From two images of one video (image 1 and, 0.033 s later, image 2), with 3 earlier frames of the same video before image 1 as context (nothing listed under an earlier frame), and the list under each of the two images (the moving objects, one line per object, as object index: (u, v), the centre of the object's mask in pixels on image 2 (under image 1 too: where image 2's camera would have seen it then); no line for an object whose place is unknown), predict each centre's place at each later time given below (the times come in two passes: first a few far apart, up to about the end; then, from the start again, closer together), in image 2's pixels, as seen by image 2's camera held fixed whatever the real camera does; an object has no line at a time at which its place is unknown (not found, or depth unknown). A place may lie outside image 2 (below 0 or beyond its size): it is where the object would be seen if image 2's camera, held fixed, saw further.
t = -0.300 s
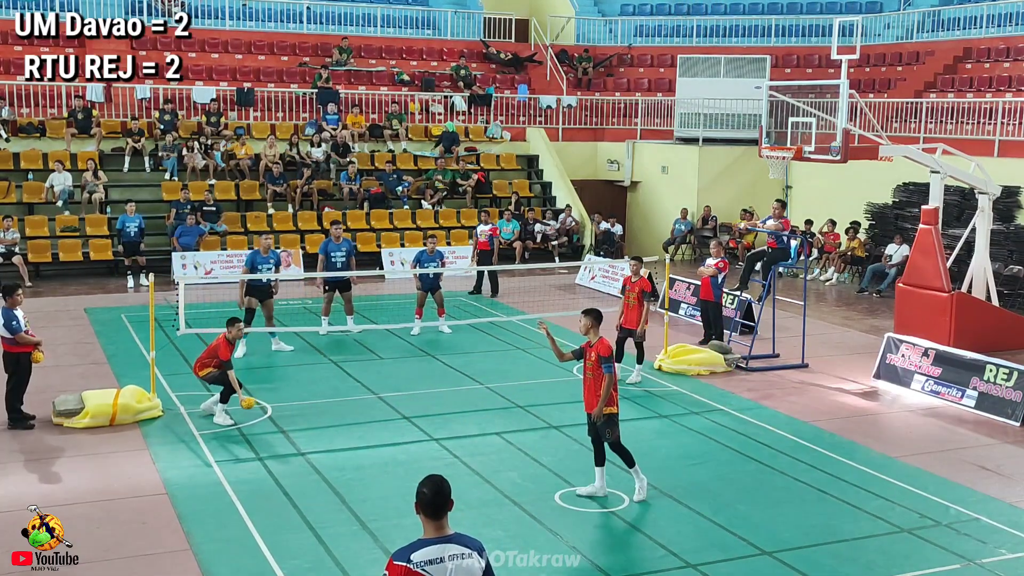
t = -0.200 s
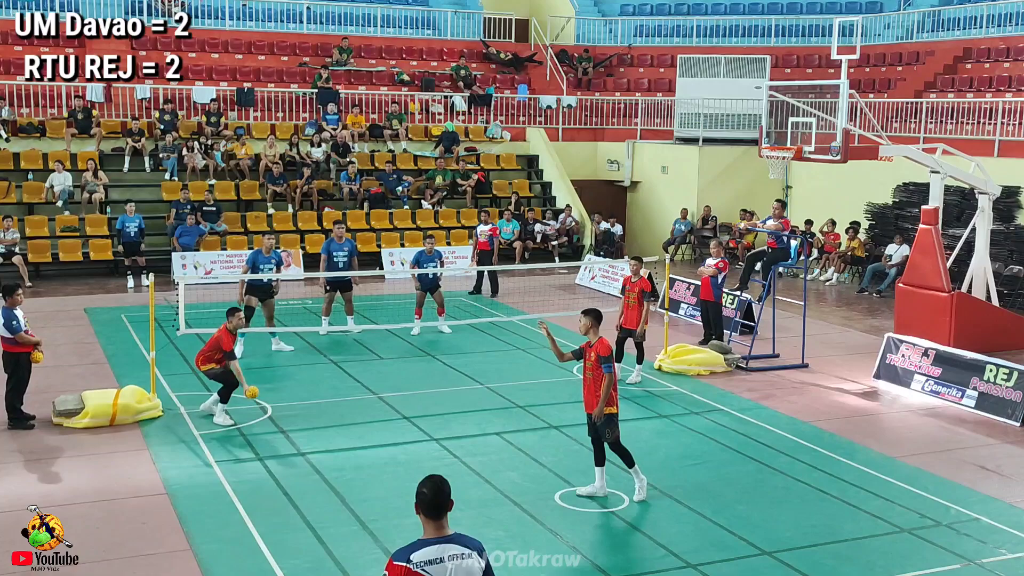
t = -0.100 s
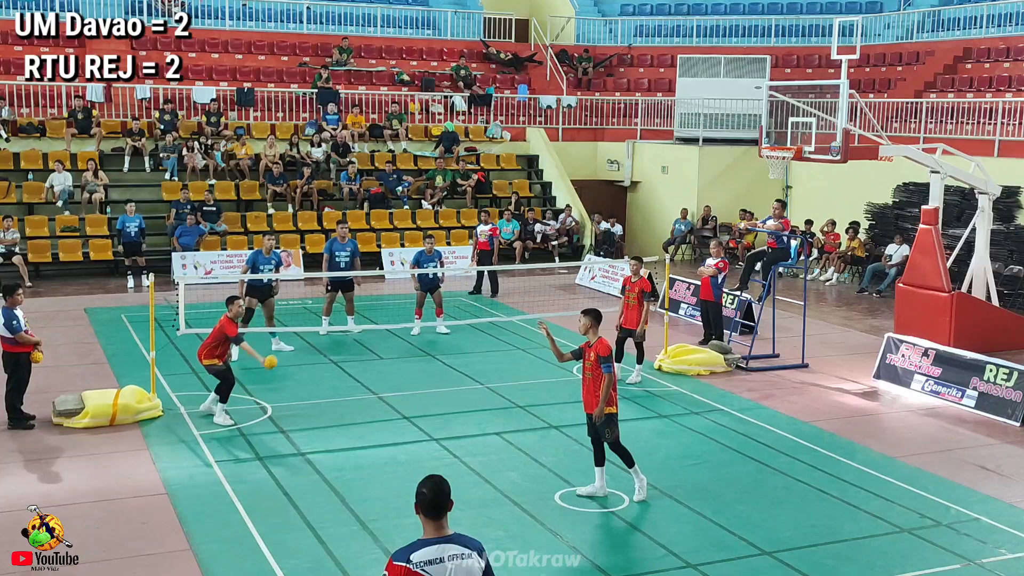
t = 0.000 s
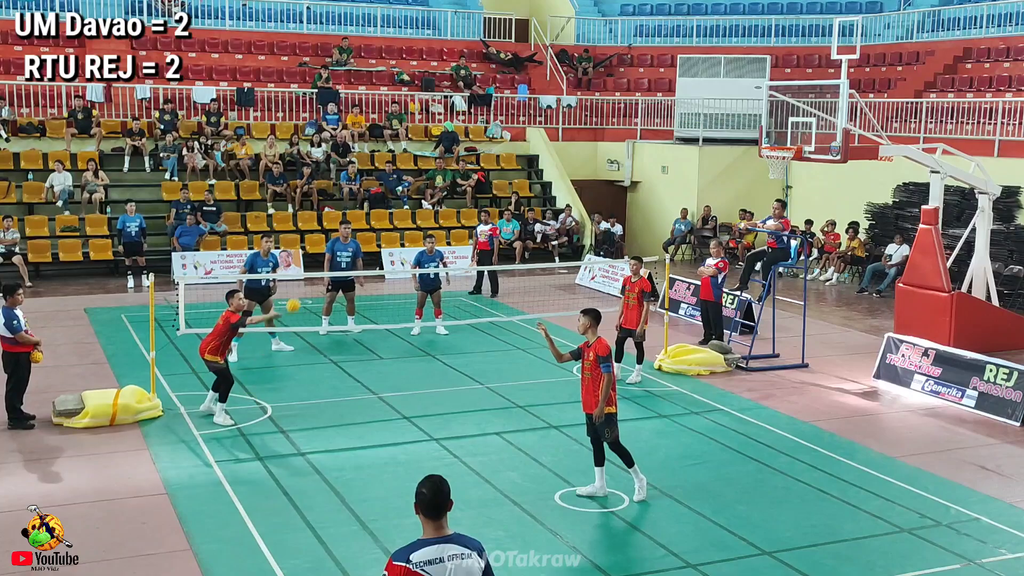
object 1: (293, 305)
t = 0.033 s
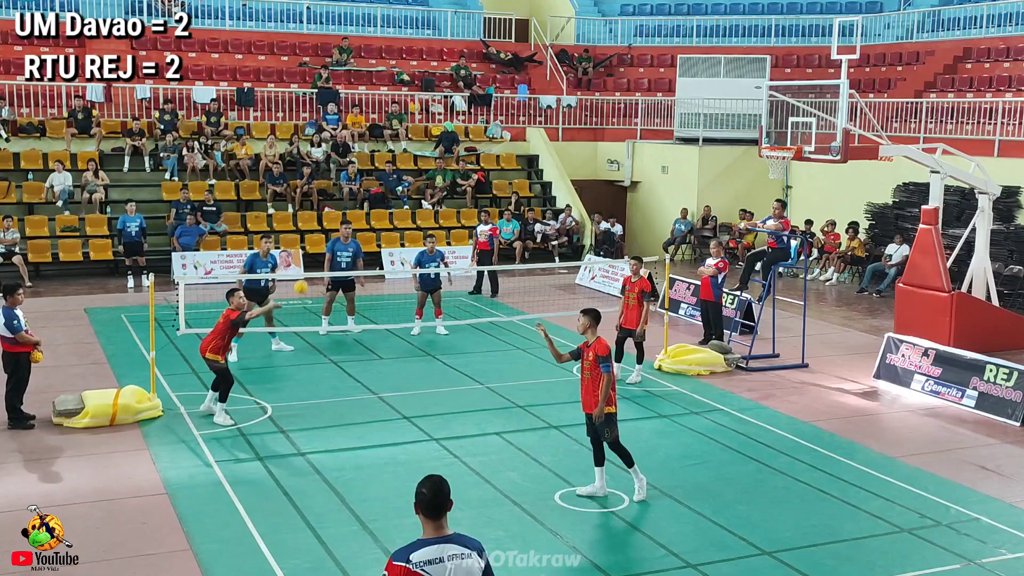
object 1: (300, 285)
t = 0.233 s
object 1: (346, 198)
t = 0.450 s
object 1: (398, 141)
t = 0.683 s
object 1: (458, 132)
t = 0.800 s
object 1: (488, 150)
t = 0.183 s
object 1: (335, 217)
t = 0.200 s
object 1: (339, 211)
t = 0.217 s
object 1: (342, 204)
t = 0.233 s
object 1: (346, 198)
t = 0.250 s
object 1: (350, 193)
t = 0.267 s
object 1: (354, 187)
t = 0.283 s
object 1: (358, 181)
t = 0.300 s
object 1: (362, 176)
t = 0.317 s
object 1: (366, 171)
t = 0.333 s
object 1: (370, 167)
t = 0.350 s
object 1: (374, 162)
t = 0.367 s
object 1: (378, 158)
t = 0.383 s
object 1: (382, 154)
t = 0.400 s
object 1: (386, 150)
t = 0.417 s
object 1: (390, 147)
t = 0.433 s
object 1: (394, 144)
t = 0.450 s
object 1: (398, 141)
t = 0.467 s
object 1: (403, 139)
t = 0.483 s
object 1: (407, 137)
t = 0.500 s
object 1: (411, 134)
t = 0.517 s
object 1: (415, 133)
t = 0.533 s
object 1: (419, 132)
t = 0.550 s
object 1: (424, 130)
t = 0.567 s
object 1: (428, 130)
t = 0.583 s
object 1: (432, 130)
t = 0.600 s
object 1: (436, 129)
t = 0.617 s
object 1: (440, 129)
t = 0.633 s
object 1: (445, 130)
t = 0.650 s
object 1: (449, 130)
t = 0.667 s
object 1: (454, 131)
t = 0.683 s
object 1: (458, 132)
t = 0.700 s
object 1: (462, 134)
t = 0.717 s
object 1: (467, 136)
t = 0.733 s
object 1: (471, 138)
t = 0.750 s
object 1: (476, 141)
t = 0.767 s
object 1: (480, 143)
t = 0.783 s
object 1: (485, 146)
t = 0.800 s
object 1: (488, 150)
